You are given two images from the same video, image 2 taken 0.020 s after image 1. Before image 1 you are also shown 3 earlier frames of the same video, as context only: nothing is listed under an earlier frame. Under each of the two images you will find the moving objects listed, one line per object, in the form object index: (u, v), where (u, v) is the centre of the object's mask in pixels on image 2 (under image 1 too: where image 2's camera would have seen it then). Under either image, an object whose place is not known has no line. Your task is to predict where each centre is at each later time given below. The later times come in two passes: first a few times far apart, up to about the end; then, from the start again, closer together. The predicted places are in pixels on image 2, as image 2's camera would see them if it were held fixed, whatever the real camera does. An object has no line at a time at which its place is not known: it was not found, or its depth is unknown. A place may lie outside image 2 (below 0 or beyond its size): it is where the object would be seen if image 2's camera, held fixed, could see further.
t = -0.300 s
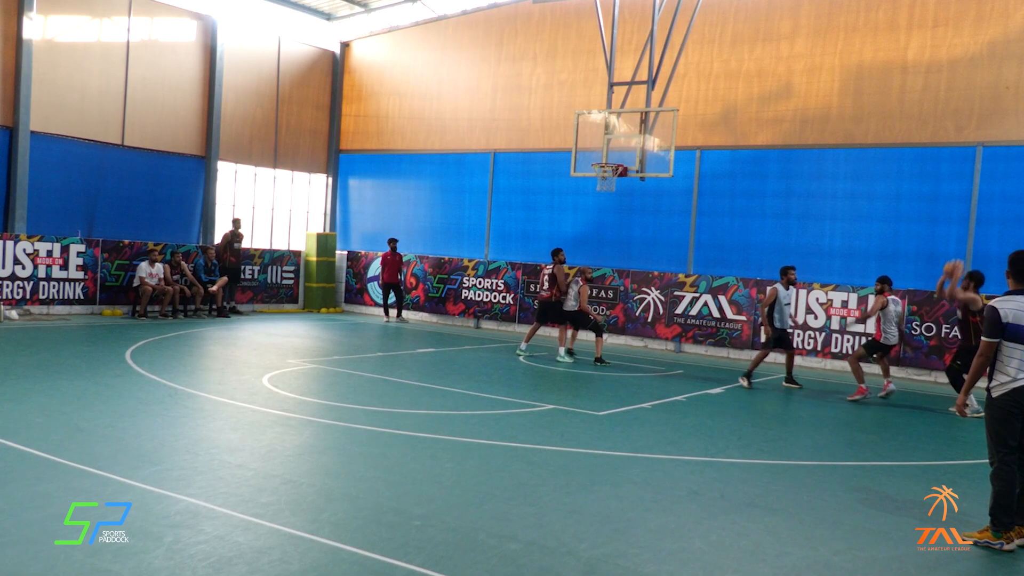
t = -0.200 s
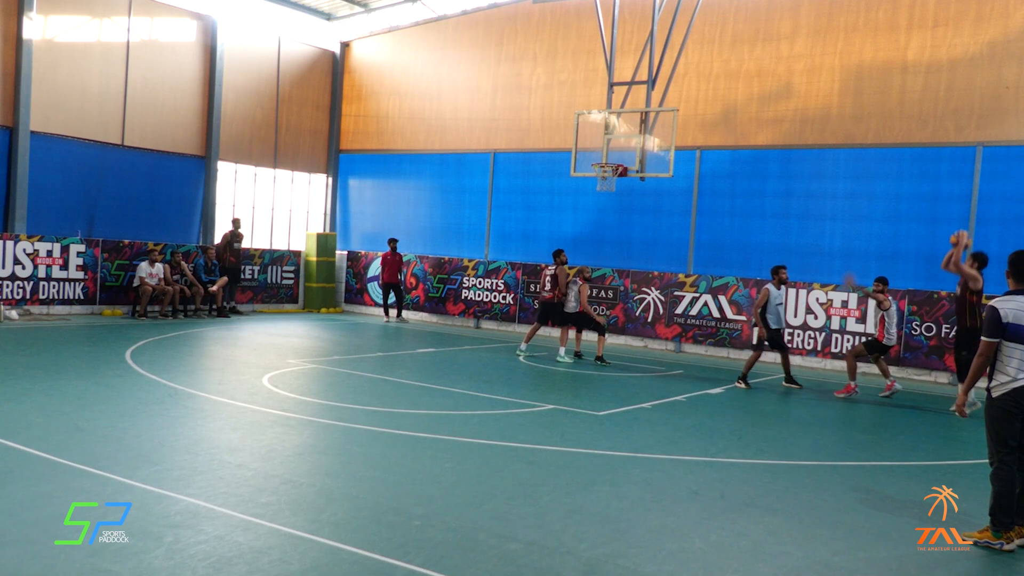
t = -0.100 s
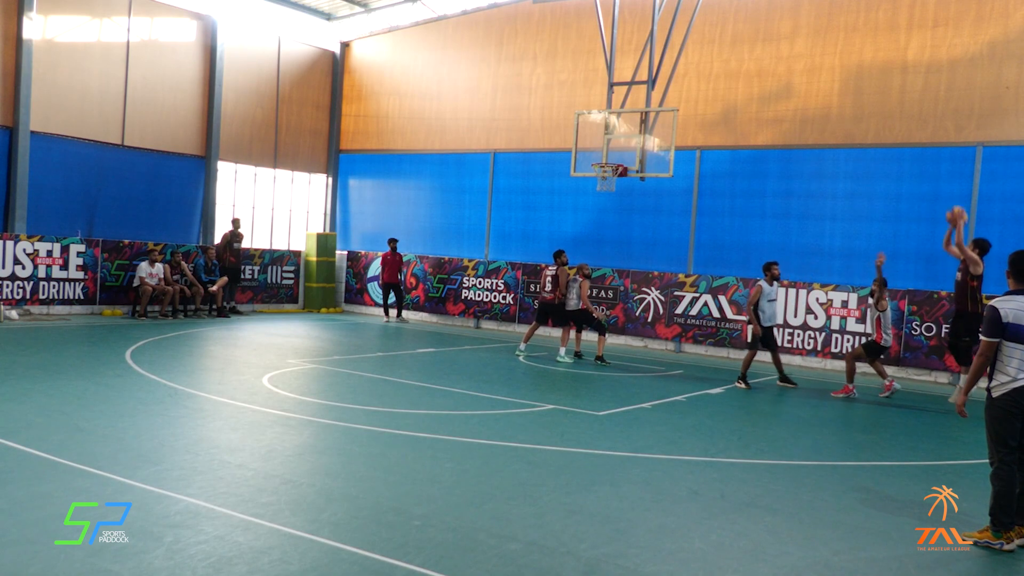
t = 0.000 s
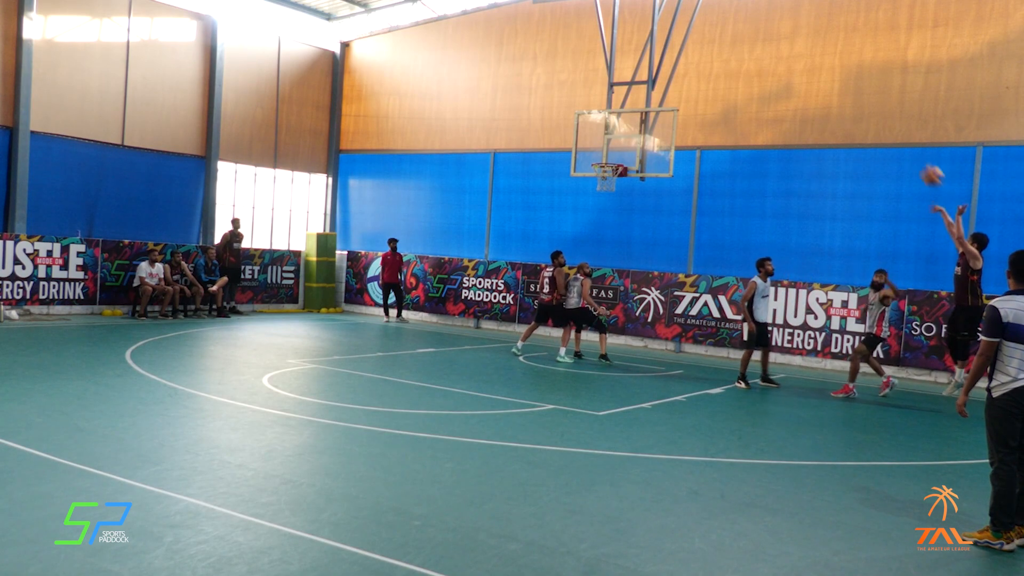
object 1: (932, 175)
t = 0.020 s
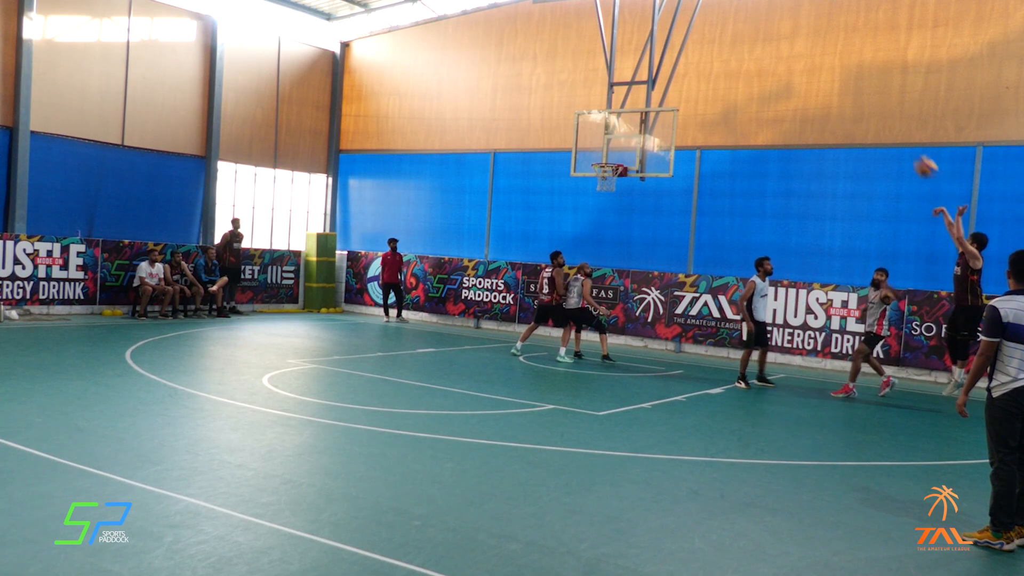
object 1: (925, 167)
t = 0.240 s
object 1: (853, 98)
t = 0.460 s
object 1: (786, 69)
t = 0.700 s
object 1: (718, 78)
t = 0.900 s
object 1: (664, 114)
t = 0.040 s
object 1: (919, 159)
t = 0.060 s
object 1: (913, 151)
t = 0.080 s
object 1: (906, 144)
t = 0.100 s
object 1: (900, 137)
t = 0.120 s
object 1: (893, 130)
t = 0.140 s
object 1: (887, 124)
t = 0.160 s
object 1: (880, 118)
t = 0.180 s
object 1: (873, 113)
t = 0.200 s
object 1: (867, 108)
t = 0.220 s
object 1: (860, 103)
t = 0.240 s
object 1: (853, 98)
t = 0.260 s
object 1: (847, 94)
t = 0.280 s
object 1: (842, 90)
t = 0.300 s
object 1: (835, 86)
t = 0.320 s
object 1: (828, 83)
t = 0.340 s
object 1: (822, 80)
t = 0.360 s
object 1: (816, 77)
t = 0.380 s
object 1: (810, 75)
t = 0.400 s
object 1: (804, 73)
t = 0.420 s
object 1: (798, 72)
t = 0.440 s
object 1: (792, 70)
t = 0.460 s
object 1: (786, 69)
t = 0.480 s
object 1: (780, 68)
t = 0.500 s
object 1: (774, 68)
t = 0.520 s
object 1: (769, 68)
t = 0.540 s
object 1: (763, 68)
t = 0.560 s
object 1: (757, 68)
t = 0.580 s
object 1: (751, 69)
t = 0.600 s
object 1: (746, 70)
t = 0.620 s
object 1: (740, 71)
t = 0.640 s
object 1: (735, 72)
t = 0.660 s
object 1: (729, 74)
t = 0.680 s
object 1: (723, 76)
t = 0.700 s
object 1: (718, 78)
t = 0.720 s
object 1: (712, 81)
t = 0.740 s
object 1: (707, 83)
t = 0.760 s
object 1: (701, 86)
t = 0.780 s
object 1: (696, 89)
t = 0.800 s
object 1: (691, 92)
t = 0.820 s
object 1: (685, 96)
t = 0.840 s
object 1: (679, 100)
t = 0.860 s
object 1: (674, 104)
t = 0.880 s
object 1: (670, 108)
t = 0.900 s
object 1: (664, 114)
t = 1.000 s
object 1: (638, 140)
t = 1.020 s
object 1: (633, 145)
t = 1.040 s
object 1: (627, 152)
